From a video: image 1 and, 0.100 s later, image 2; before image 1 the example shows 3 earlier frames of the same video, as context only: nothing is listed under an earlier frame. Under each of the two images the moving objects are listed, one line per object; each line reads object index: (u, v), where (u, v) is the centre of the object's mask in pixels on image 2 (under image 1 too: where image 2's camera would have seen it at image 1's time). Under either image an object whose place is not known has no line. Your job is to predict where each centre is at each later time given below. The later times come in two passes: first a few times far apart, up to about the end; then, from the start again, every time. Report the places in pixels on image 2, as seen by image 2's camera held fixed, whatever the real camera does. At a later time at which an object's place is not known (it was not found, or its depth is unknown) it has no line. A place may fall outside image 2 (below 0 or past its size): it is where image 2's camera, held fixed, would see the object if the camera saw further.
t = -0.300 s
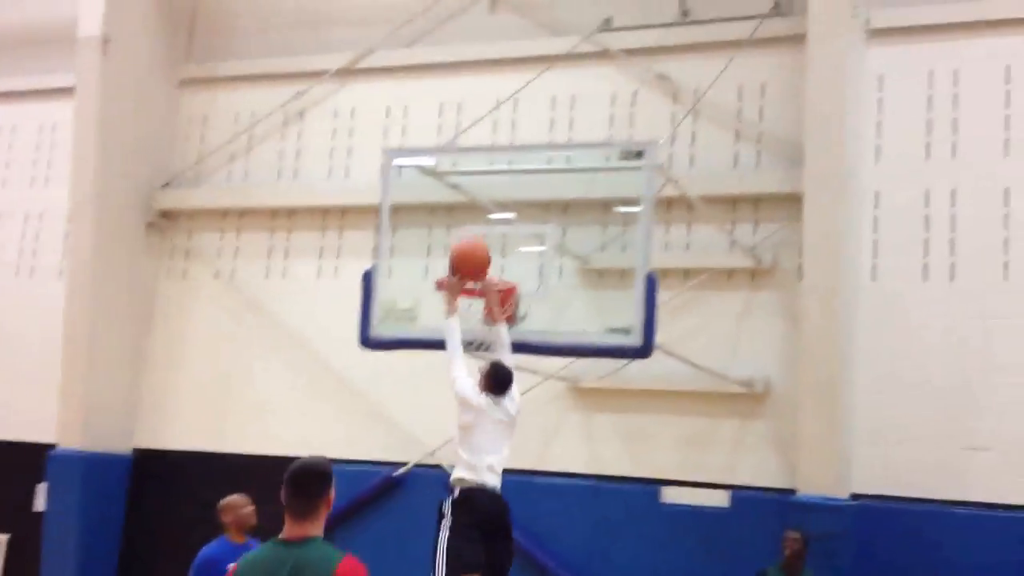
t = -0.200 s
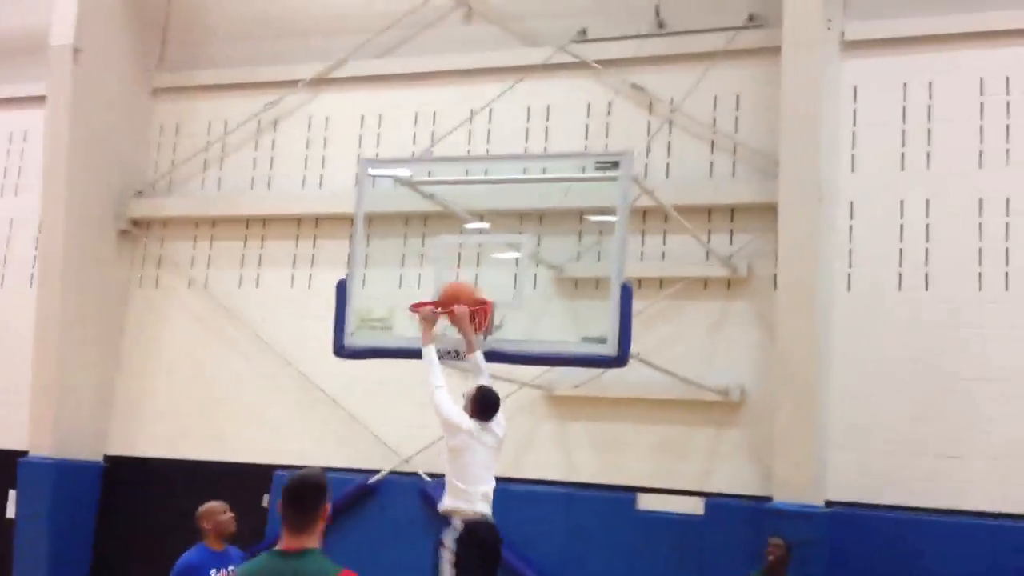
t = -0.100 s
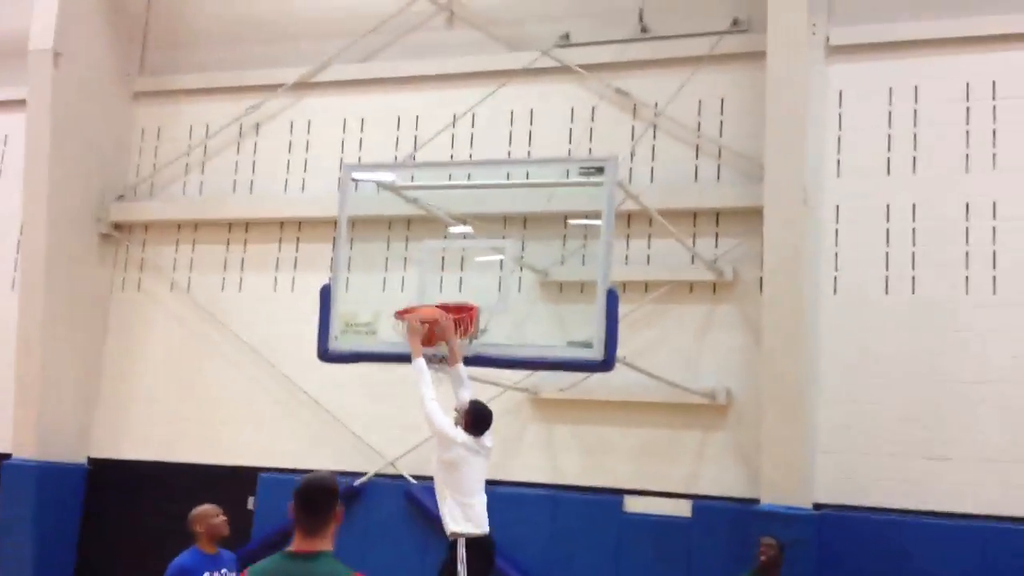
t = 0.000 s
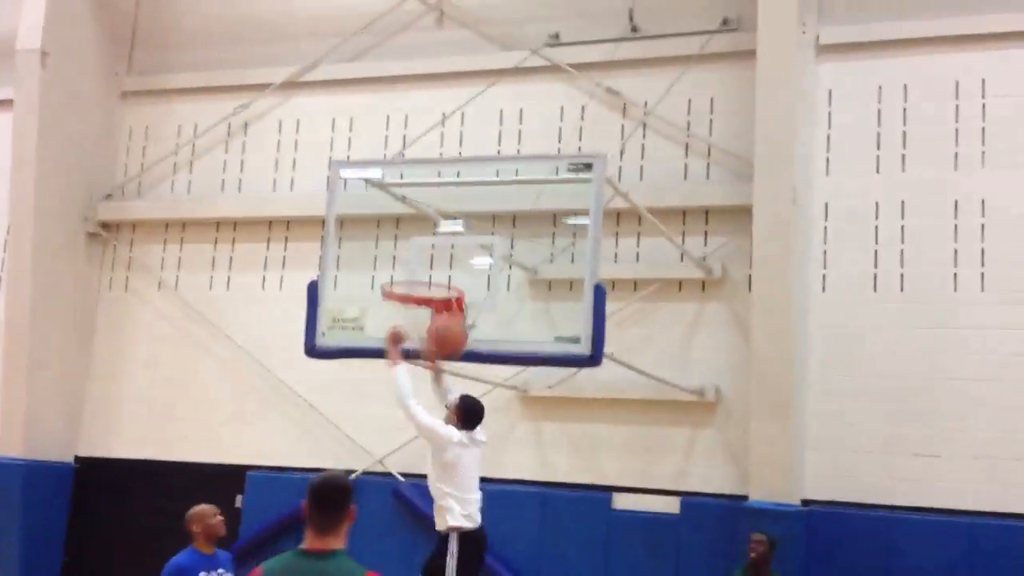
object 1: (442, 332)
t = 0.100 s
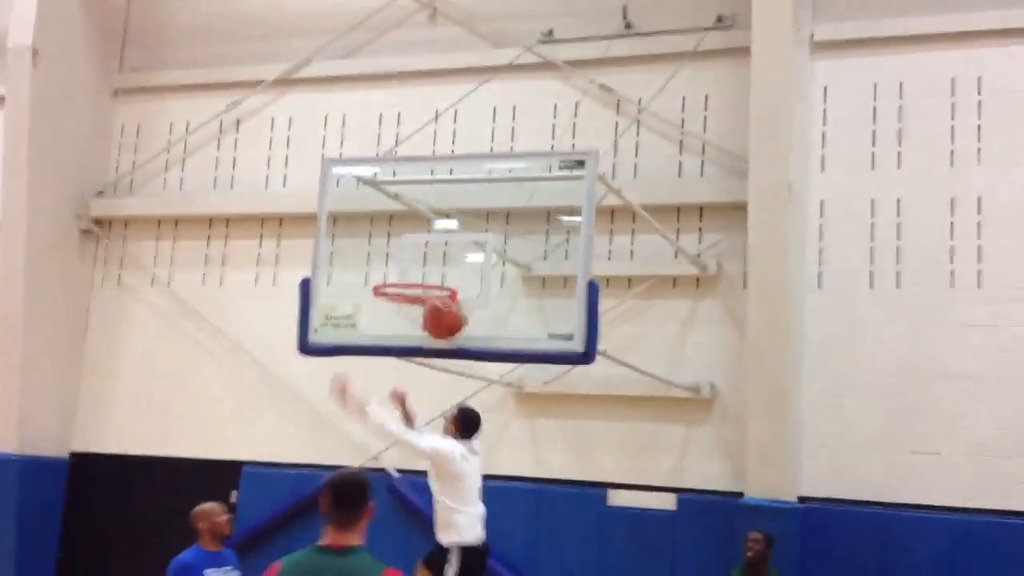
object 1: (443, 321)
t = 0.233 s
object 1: (428, 337)
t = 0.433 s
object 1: (397, 407)
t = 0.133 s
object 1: (441, 325)
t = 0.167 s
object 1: (437, 328)
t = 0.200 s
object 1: (434, 334)
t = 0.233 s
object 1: (428, 337)
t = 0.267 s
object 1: (423, 346)
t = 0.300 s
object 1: (417, 354)
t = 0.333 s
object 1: (413, 363)
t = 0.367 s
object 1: (408, 377)
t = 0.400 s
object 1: (401, 390)
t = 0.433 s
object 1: (397, 407)
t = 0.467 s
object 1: (391, 423)
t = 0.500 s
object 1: (384, 443)
